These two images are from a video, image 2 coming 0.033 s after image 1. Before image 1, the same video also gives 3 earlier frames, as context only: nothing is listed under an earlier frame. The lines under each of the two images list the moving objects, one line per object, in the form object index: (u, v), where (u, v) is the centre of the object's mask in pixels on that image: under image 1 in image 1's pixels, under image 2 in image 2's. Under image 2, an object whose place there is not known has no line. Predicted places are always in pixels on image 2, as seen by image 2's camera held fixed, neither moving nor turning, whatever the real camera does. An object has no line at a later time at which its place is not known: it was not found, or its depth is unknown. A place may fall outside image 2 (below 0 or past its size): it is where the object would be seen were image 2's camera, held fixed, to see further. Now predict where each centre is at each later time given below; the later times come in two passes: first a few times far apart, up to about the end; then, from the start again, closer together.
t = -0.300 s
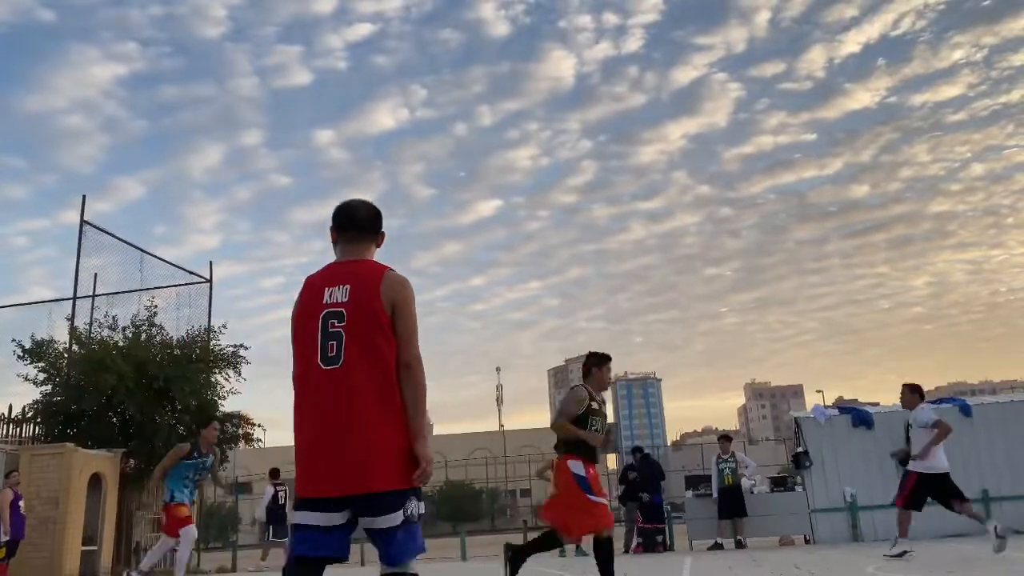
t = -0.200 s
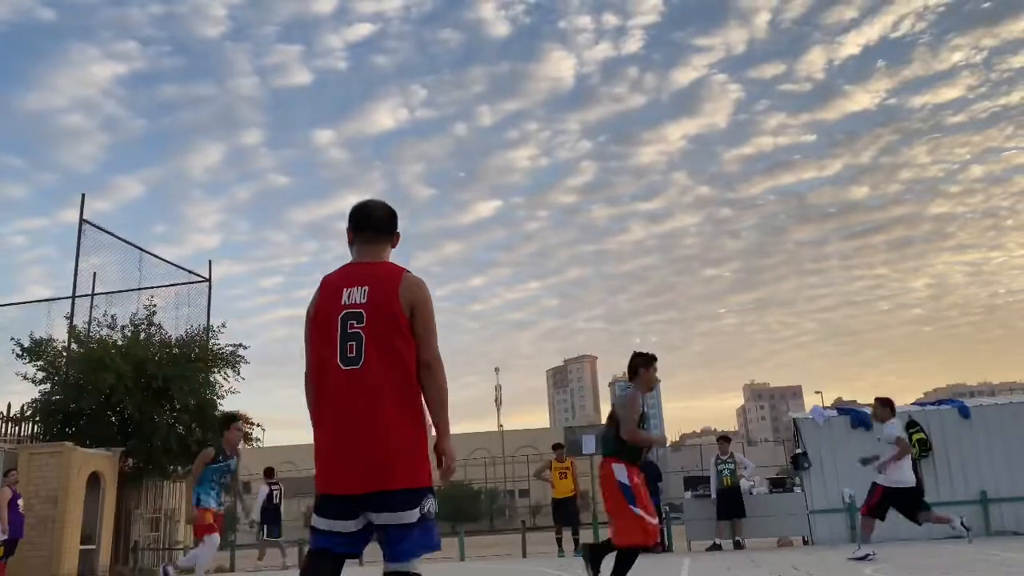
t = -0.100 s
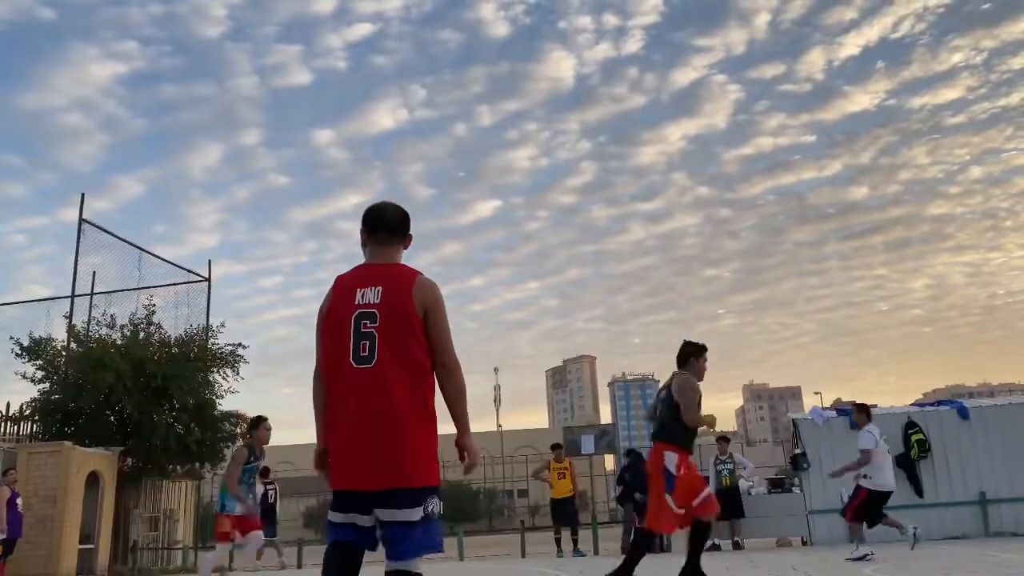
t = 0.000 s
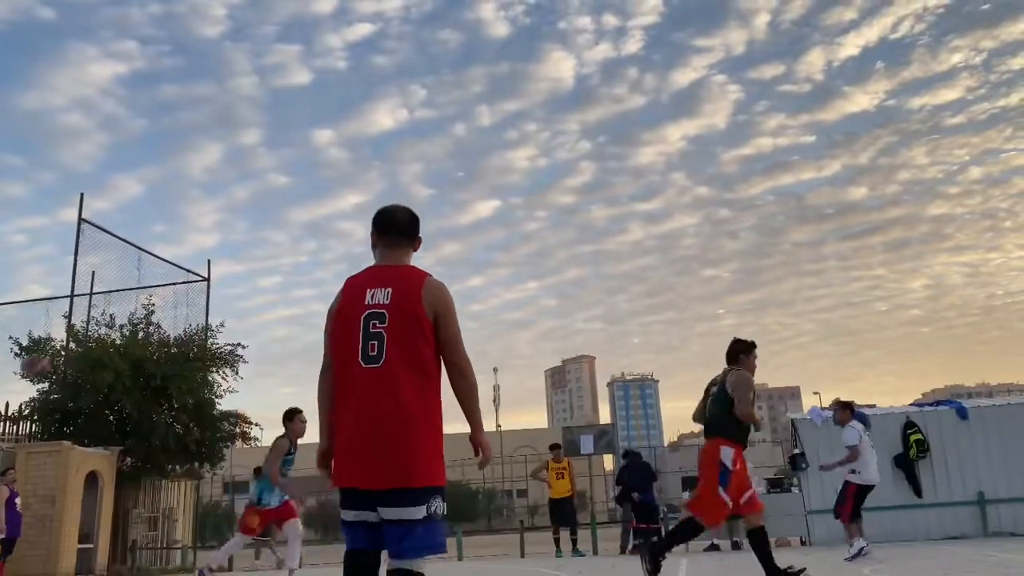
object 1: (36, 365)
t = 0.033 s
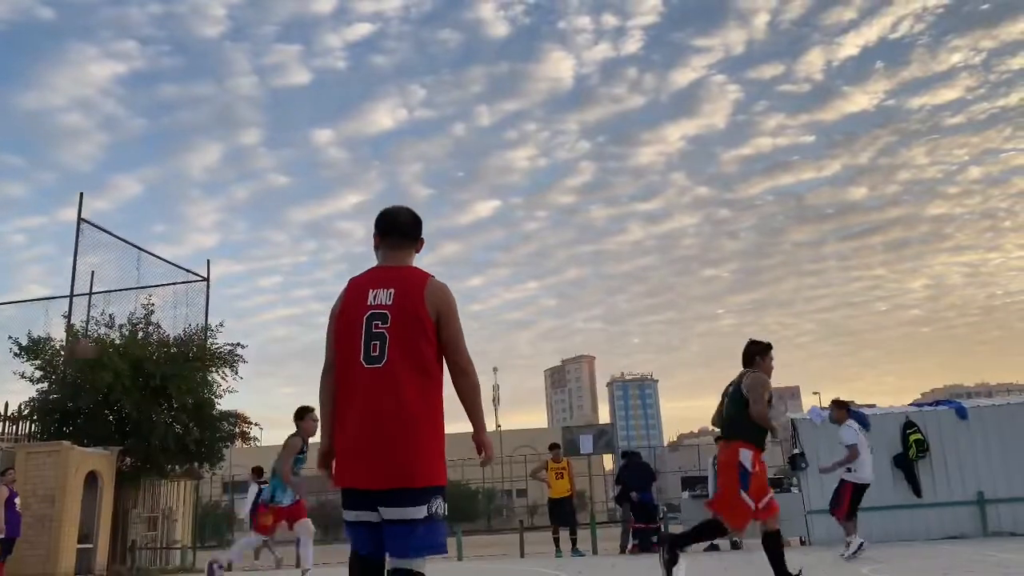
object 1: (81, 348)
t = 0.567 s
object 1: (631, 255)
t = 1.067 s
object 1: (1053, 375)
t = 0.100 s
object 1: (162, 319)
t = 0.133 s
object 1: (203, 309)
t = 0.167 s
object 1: (241, 298)
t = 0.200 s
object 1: (279, 289)
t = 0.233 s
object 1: (314, 281)
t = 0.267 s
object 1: (348, 276)
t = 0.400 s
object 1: (478, 259)
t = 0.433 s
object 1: (510, 255)
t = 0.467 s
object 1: (542, 254)
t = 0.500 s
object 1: (572, 253)
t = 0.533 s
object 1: (602, 253)
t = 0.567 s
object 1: (631, 255)
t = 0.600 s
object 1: (660, 258)
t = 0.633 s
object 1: (689, 259)
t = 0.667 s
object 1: (717, 264)
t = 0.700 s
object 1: (746, 270)
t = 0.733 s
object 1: (776, 275)
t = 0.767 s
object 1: (804, 283)
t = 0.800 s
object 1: (831, 290)
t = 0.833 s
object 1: (859, 299)
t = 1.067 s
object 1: (1053, 375)
